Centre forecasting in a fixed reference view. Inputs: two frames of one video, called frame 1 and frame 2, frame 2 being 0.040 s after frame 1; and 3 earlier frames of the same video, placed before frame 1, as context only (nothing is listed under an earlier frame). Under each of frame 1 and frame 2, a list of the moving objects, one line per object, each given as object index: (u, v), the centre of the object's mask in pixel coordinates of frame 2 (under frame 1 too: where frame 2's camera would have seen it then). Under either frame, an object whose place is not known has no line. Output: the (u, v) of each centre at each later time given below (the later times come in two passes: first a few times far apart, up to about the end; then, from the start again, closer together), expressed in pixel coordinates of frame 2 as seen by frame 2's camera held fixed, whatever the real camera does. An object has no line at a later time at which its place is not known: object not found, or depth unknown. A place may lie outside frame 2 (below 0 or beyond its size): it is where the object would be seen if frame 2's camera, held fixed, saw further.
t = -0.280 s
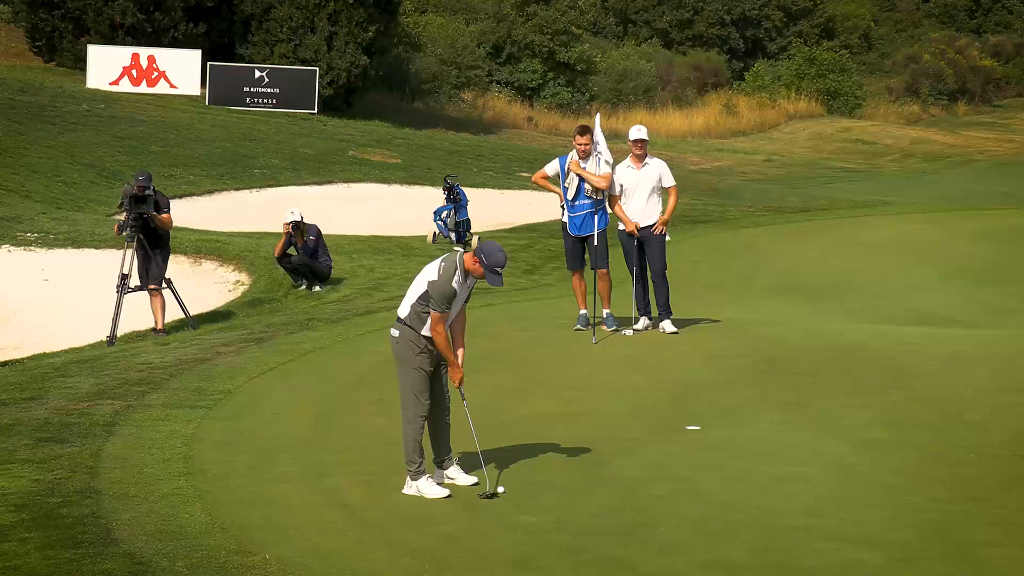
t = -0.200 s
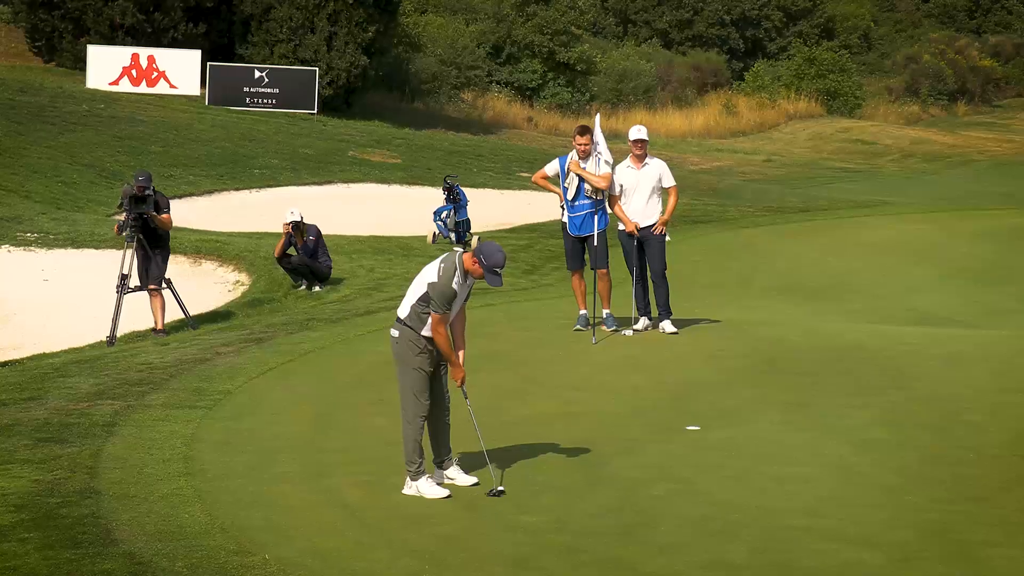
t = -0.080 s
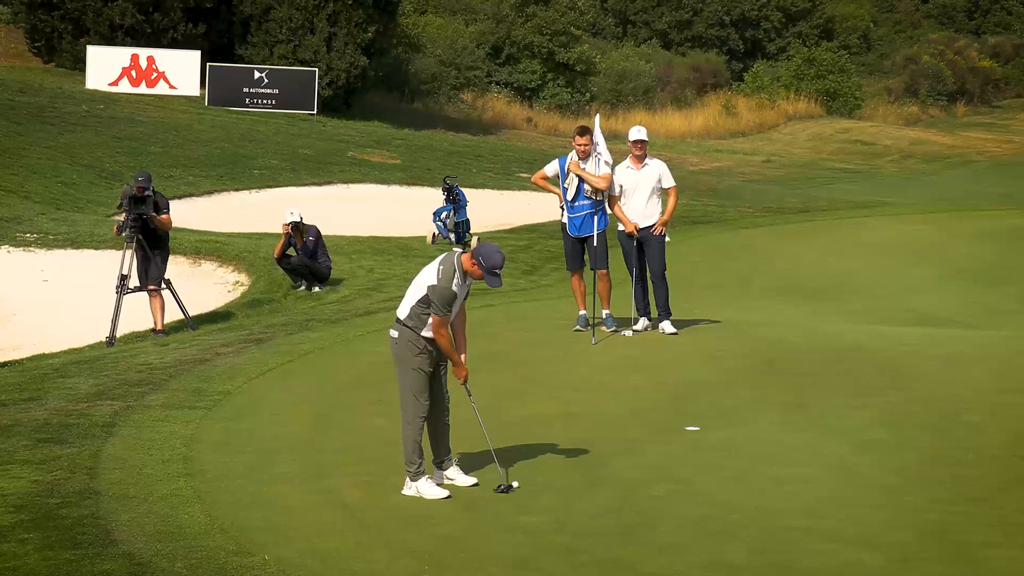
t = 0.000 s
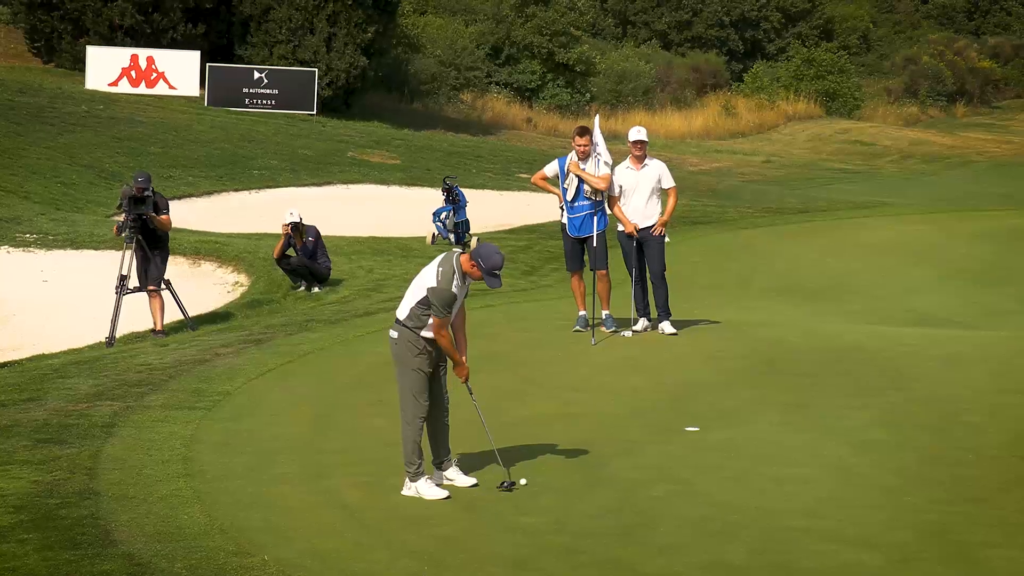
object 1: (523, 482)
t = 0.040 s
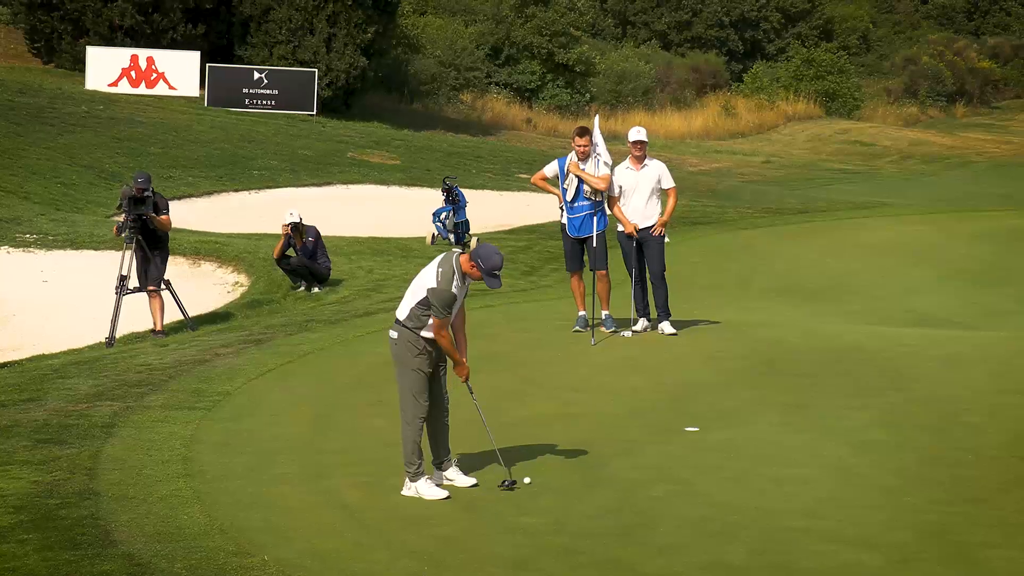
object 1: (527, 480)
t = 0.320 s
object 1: (554, 470)
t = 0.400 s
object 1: (562, 468)
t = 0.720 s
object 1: (590, 459)
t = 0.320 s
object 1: (554, 470)
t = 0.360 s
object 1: (558, 469)
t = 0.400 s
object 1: (562, 468)
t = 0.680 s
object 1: (586, 460)
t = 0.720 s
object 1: (590, 459)
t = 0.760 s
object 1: (593, 458)
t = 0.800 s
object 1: (596, 457)
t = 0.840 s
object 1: (599, 456)
